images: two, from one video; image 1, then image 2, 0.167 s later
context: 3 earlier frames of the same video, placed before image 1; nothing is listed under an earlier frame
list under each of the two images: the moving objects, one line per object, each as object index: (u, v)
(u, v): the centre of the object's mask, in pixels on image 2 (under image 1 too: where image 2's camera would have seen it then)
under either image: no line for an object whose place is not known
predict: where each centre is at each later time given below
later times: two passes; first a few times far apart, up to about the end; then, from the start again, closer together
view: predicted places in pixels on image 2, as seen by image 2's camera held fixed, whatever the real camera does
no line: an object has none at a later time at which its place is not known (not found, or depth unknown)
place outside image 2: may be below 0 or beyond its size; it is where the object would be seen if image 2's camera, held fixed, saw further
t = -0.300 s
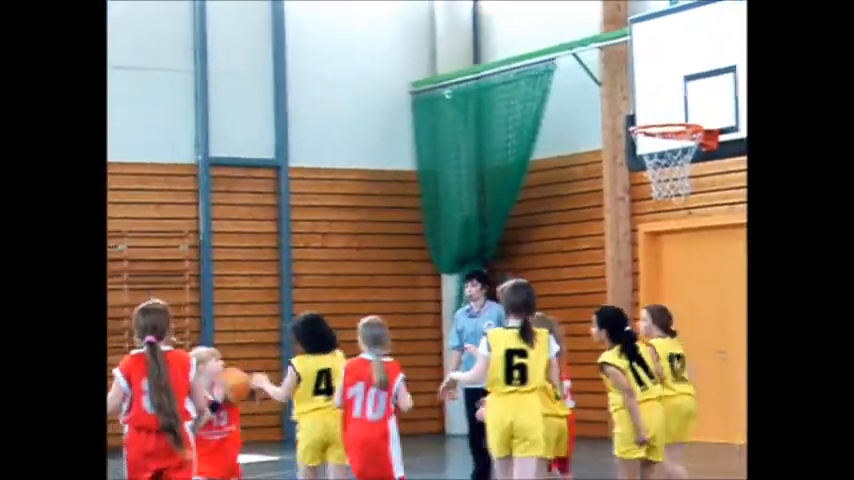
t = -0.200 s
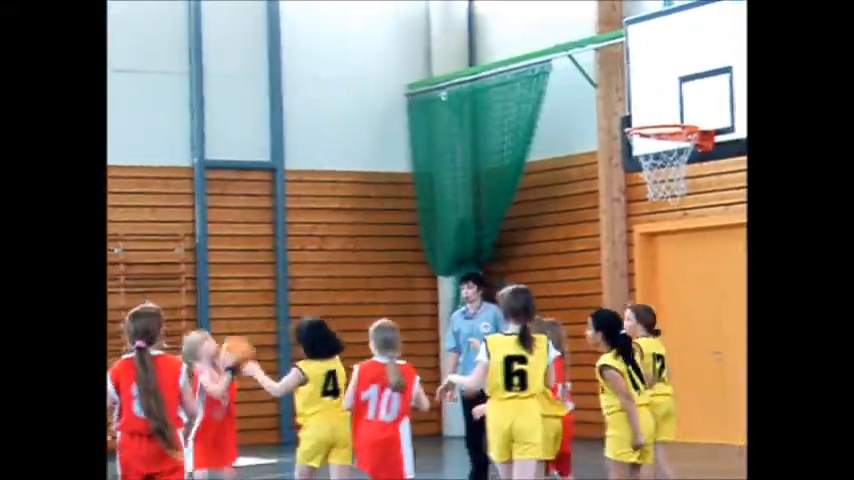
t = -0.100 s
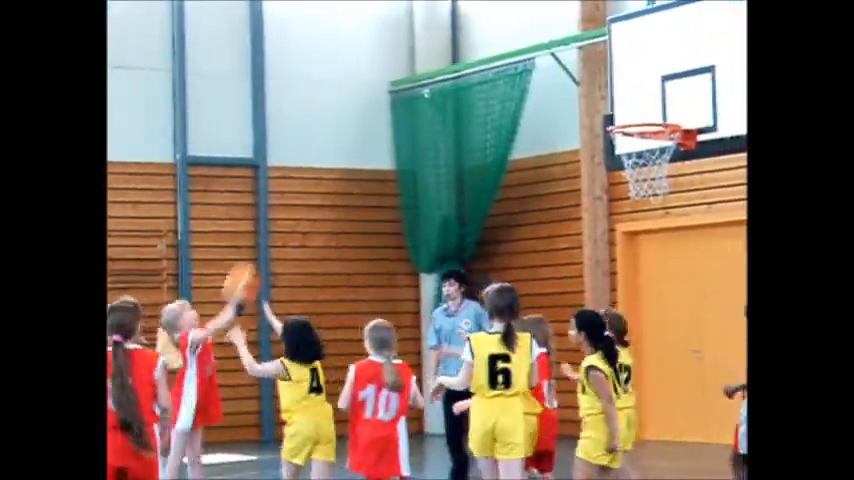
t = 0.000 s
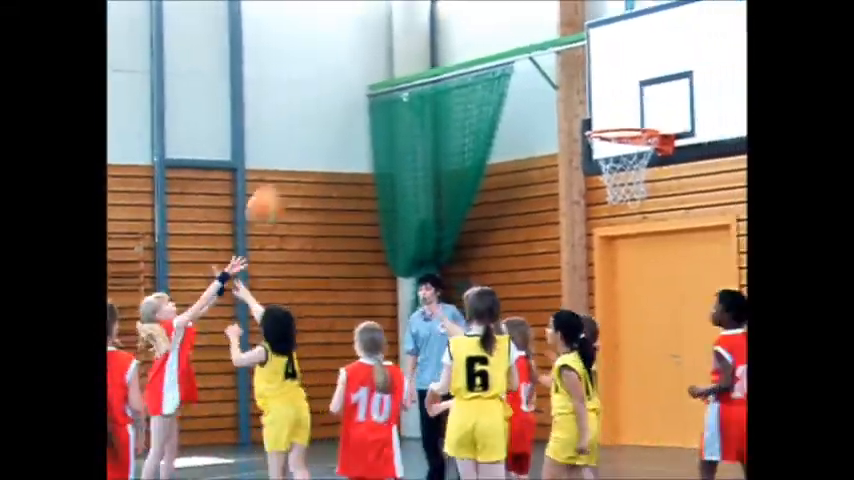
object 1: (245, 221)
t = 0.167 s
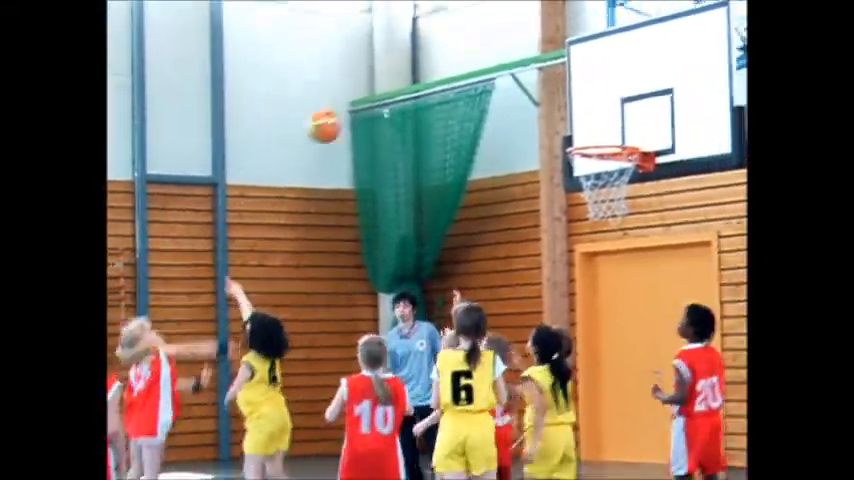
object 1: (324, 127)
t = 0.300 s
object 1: (381, 82)
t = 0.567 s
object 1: (492, 76)
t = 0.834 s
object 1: (573, 122)
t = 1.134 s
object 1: (597, 128)
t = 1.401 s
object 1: (575, 200)
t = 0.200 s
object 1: (339, 113)
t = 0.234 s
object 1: (354, 100)
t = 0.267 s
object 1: (367, 90)
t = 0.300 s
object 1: (381, 82)
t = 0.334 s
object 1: (396, 75)
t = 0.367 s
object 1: (409, 70)
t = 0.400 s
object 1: (423, 68)
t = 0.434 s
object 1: (436, 67)
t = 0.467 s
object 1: (451, 67)
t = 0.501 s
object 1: (465, 68)
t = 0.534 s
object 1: (478, 71)
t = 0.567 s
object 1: (492, 76)
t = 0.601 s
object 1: (504, 82)
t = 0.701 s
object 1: (542, 111)
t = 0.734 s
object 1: (555, 123)
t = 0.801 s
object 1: (570, 129)
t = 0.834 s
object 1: (573, 122)
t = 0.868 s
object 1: (576, 117)
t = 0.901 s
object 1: (578, 113)
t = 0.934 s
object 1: (581, 111)
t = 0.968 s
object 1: (583, 110)
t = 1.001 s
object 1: (586, 111)
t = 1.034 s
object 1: (588, 113)
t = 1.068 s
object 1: (591, 117)
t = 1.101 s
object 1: (594, 122)
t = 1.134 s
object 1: (597, 128)
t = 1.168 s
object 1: (600, 135)
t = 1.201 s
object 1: (601, 138)
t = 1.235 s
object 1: (596, 141)
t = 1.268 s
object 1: (592, 160)
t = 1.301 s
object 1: (587, 165)
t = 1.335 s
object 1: (583, 174)
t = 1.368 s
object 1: (575, 185)
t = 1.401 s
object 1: (575, 200)
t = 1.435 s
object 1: (574, 211)
